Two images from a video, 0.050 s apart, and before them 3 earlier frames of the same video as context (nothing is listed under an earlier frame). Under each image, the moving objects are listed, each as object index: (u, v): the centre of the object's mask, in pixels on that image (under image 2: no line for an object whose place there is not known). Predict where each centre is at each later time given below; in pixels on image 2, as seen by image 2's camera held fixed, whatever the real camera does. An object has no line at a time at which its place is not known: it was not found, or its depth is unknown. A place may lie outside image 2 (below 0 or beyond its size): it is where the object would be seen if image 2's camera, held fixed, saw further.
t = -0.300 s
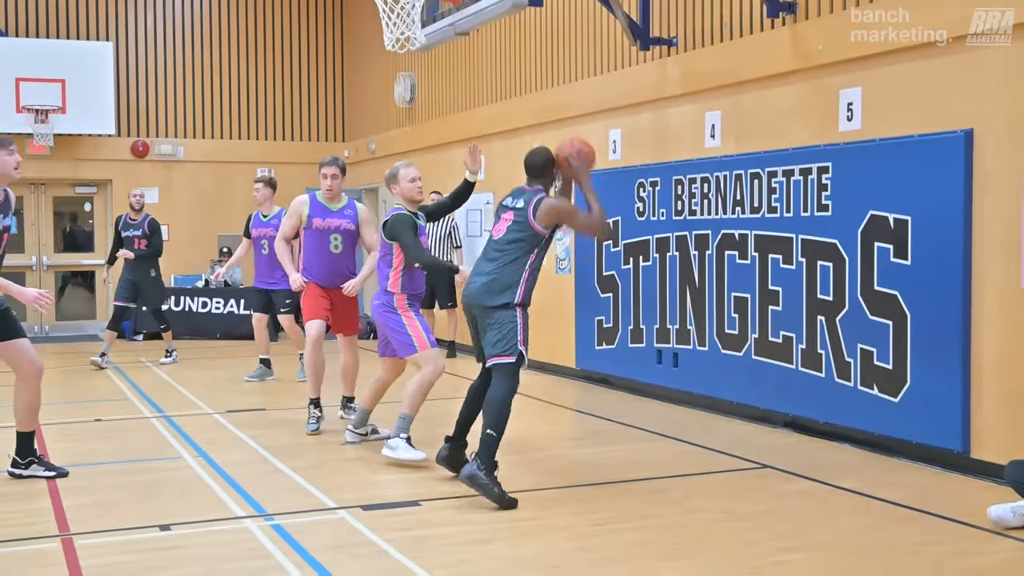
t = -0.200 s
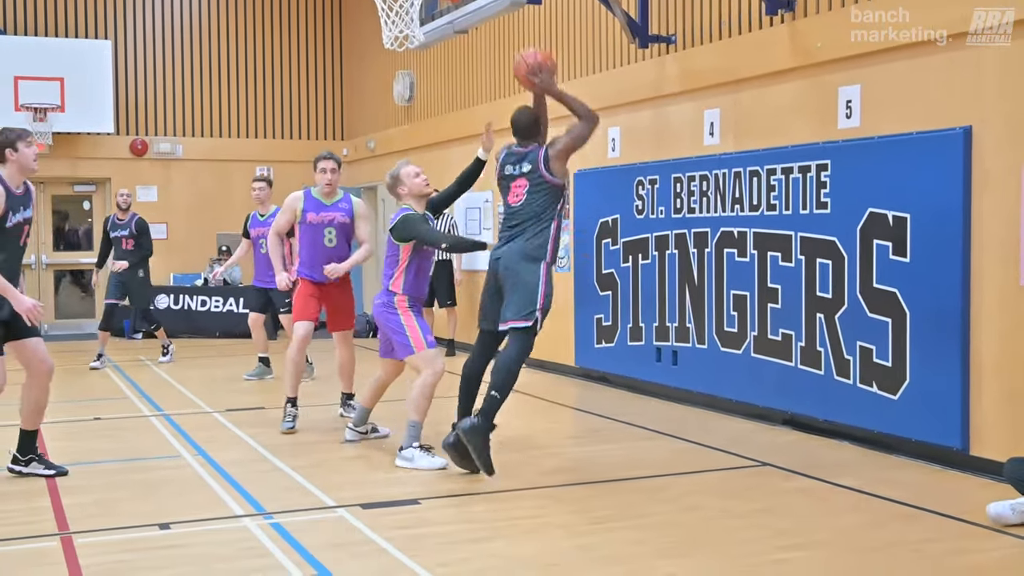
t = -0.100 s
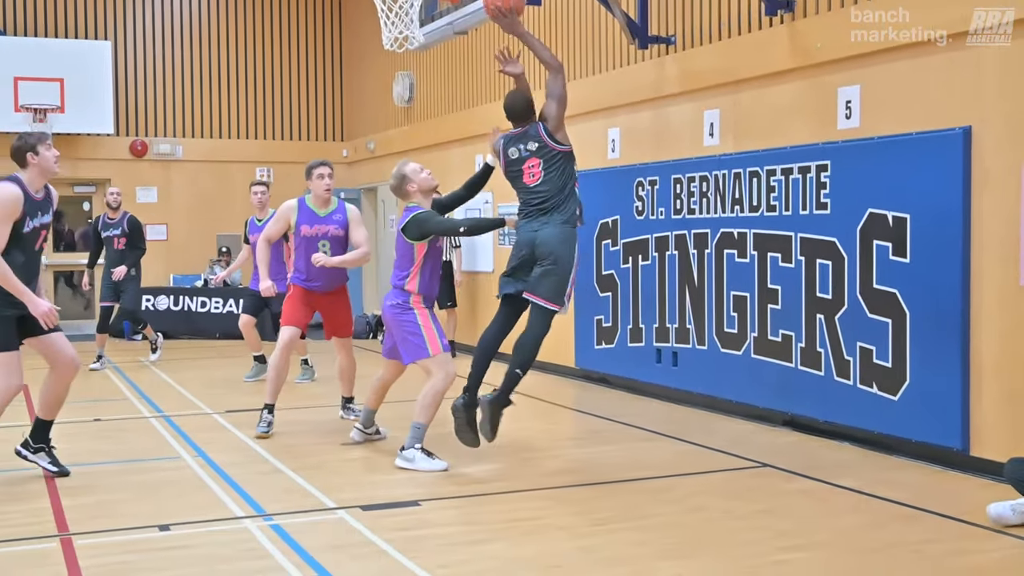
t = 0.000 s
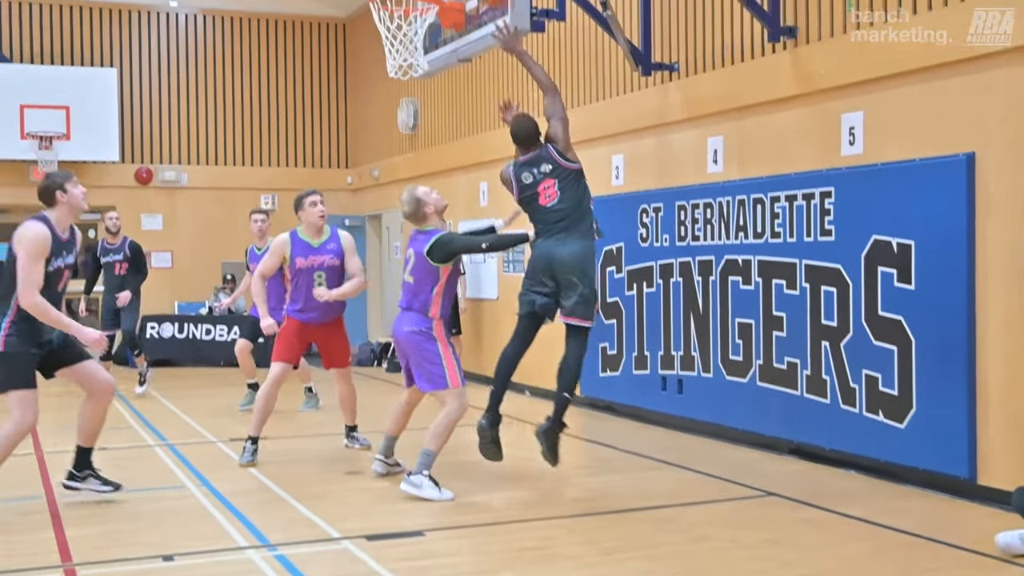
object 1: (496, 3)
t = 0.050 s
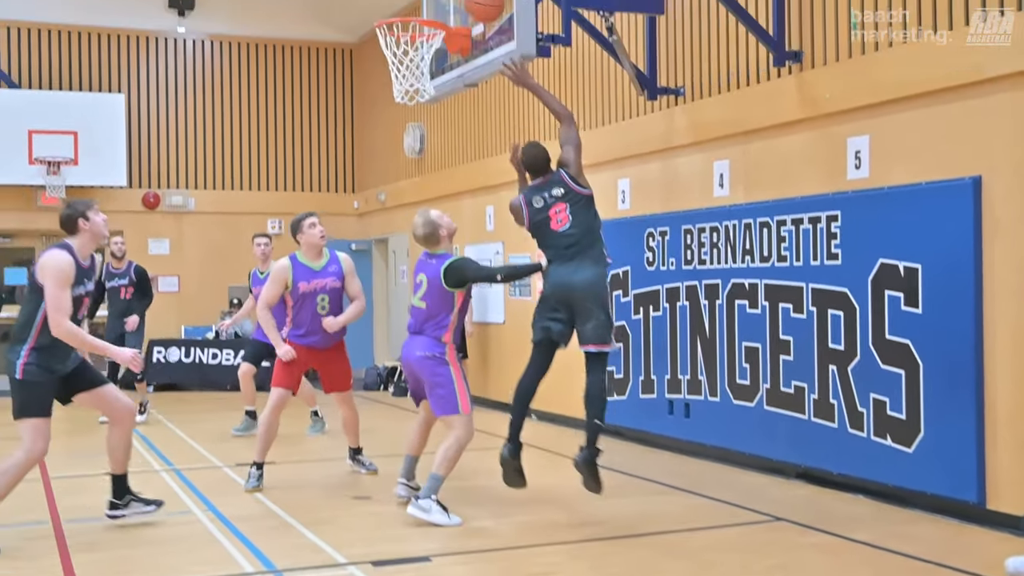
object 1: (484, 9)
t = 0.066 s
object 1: (479, 5)
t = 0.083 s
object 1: (474, 1)
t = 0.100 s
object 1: (470, -2)
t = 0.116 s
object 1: (464, -3)
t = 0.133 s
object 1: (460, -2)
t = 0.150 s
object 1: (454, -2)
